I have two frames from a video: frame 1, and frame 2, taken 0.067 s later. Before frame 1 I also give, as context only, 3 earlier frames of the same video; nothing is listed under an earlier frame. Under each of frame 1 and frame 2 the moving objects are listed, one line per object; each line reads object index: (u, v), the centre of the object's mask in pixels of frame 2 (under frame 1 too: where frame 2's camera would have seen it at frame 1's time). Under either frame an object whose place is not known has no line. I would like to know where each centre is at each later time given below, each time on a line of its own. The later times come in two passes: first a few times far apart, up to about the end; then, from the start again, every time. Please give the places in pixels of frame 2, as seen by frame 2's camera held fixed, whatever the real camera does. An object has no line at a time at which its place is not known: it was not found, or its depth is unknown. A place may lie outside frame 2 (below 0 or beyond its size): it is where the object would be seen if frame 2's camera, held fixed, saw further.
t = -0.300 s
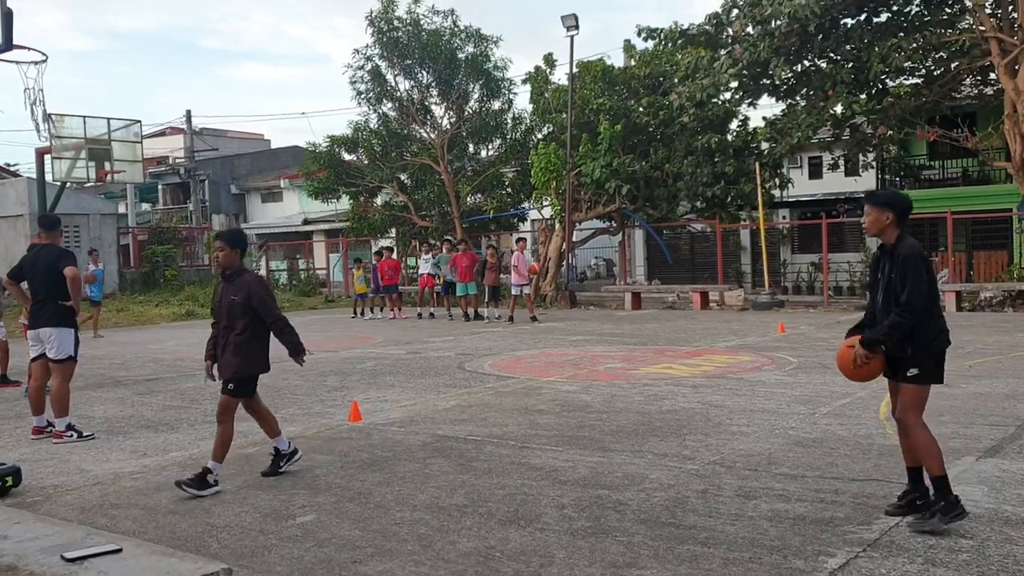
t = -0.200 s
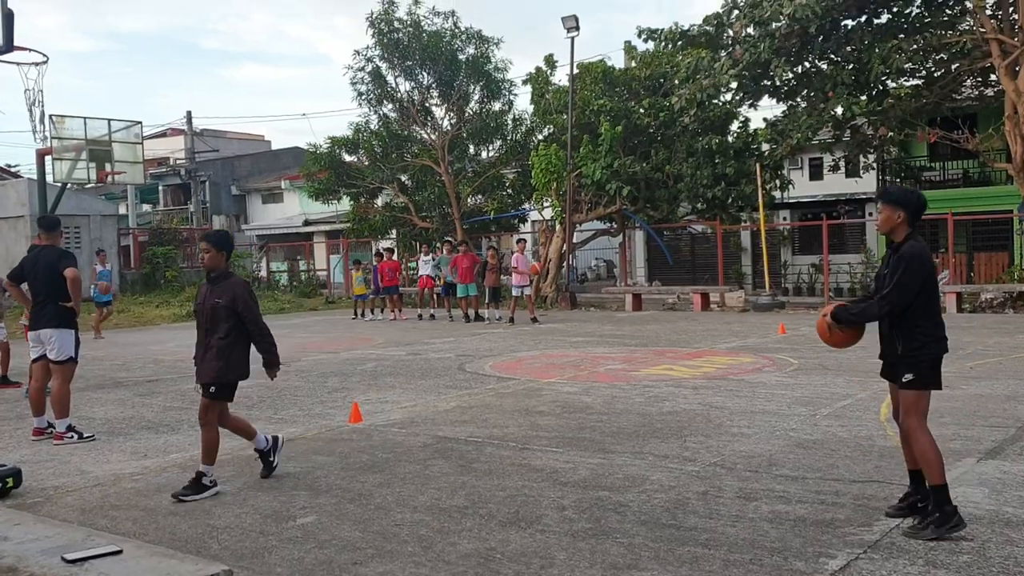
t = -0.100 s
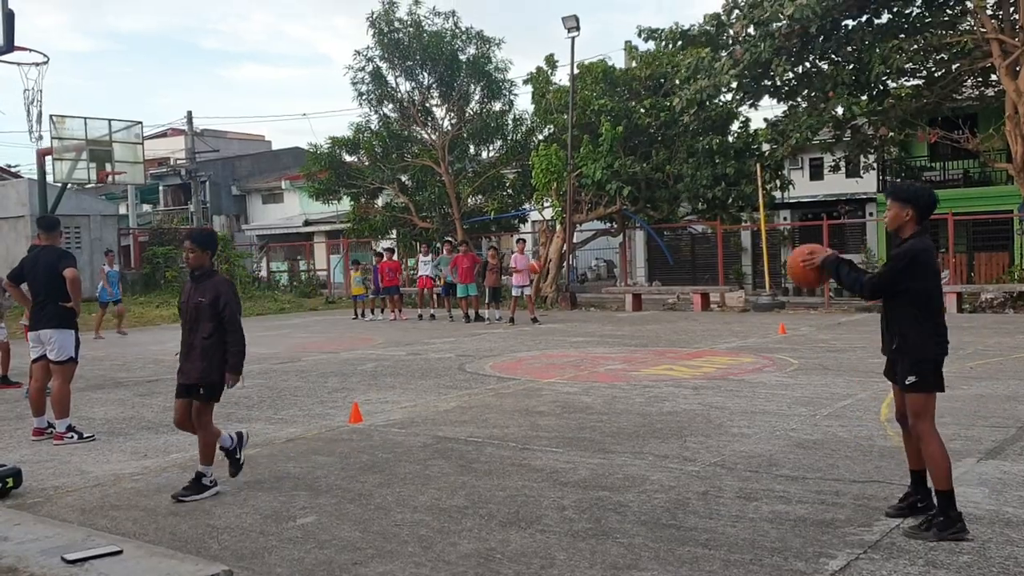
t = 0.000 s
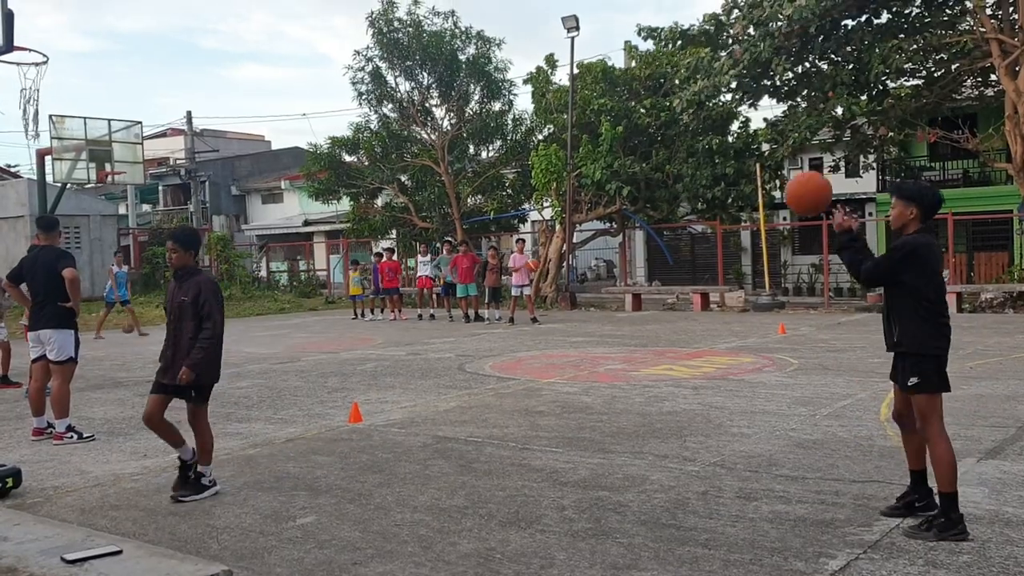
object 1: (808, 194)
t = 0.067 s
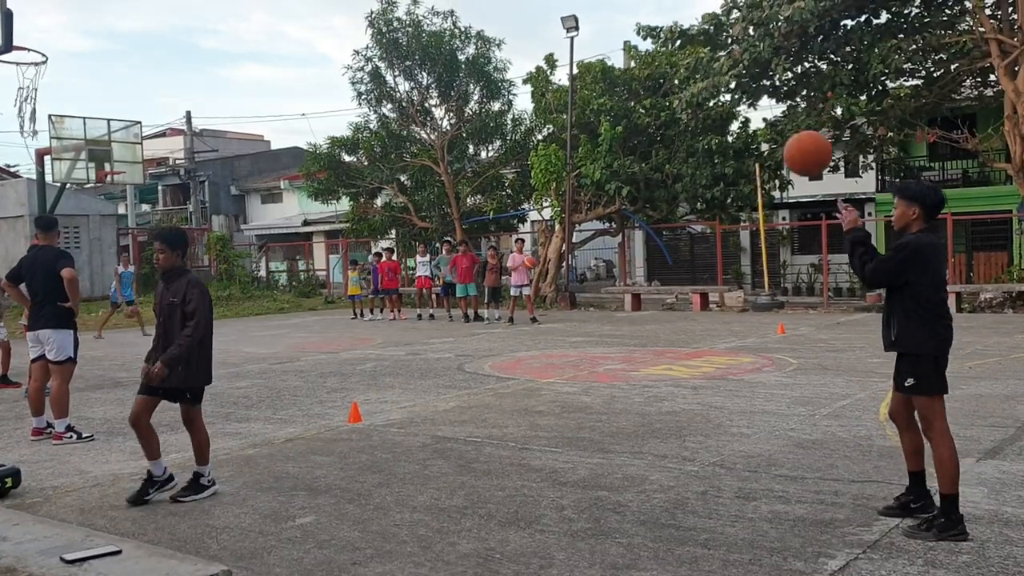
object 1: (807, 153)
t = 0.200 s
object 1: (809, 99)
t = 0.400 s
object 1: (812, 78)
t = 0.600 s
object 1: (817, 132)
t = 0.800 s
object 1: (823, 266)
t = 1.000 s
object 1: (828, 478)
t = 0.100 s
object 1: (808, 137)
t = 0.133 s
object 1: (808, 122)
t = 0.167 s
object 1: (808, 110)
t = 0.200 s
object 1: (809, 99)
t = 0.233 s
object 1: (809, 90)
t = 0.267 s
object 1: (810, 83)
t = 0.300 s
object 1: (811, 79)
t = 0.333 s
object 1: (811, 77)
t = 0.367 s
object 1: (811, 77)
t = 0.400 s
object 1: (812, 78)
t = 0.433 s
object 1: (813, 81)
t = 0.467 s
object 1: (814, 87)
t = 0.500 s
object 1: (814, 94)
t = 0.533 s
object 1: (815, 105)
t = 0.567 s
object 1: (817, 117)
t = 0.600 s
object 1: (817, 132)
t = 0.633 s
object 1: (818, 149)
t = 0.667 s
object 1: (819, 167)
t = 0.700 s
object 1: (820, 189)
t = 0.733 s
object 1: (821, 212)
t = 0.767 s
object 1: (822, 238)
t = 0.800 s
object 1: (823, 266)
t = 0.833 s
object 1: (823, 296)
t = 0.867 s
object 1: (825, 328)
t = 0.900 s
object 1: (826, 362)
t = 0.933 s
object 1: (827, 399)
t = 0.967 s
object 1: (827, 437)
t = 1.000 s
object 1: (828, 478)
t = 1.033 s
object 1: (837, 479)
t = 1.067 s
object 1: (849, 449)
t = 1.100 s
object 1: (861, 421)
